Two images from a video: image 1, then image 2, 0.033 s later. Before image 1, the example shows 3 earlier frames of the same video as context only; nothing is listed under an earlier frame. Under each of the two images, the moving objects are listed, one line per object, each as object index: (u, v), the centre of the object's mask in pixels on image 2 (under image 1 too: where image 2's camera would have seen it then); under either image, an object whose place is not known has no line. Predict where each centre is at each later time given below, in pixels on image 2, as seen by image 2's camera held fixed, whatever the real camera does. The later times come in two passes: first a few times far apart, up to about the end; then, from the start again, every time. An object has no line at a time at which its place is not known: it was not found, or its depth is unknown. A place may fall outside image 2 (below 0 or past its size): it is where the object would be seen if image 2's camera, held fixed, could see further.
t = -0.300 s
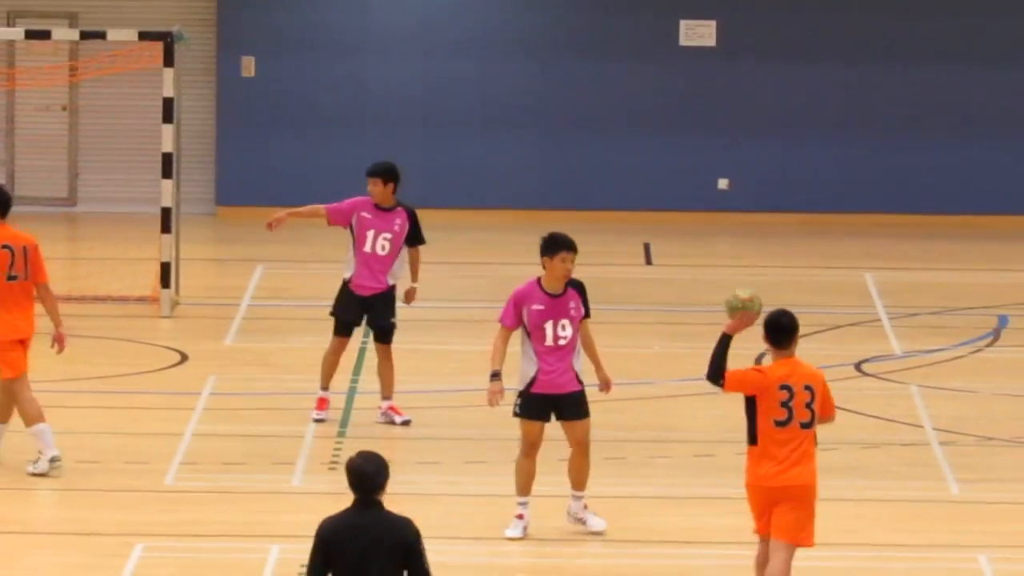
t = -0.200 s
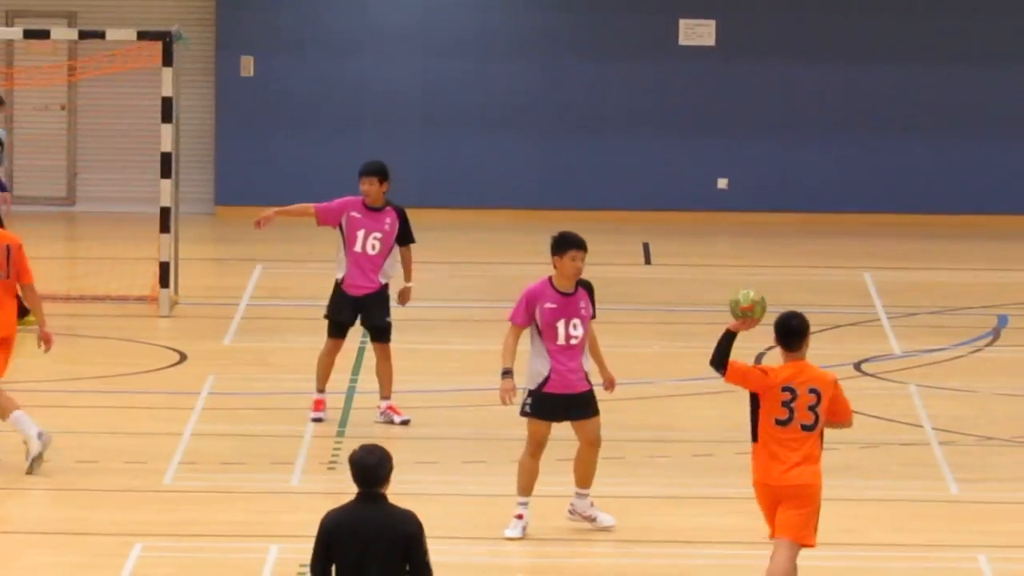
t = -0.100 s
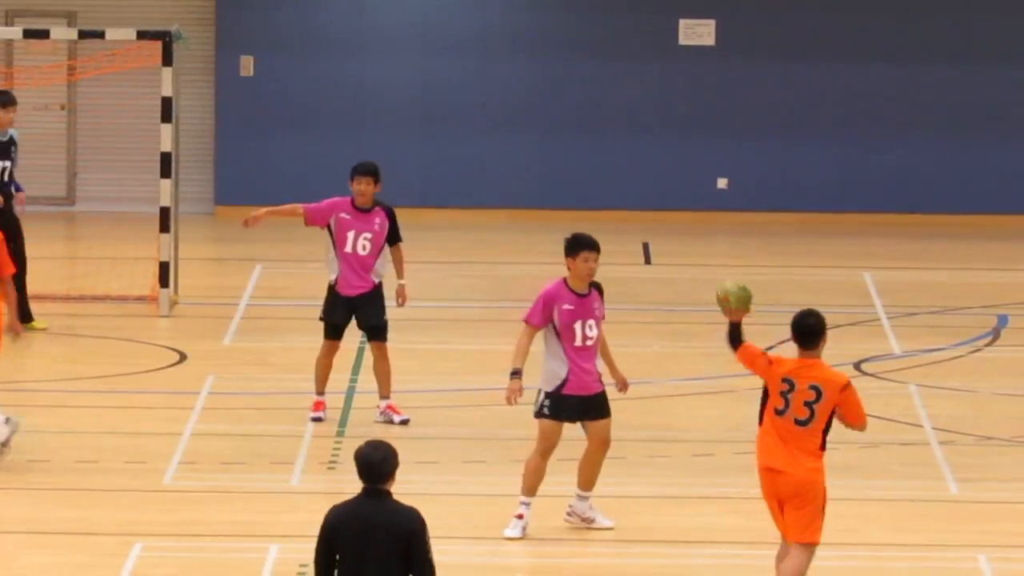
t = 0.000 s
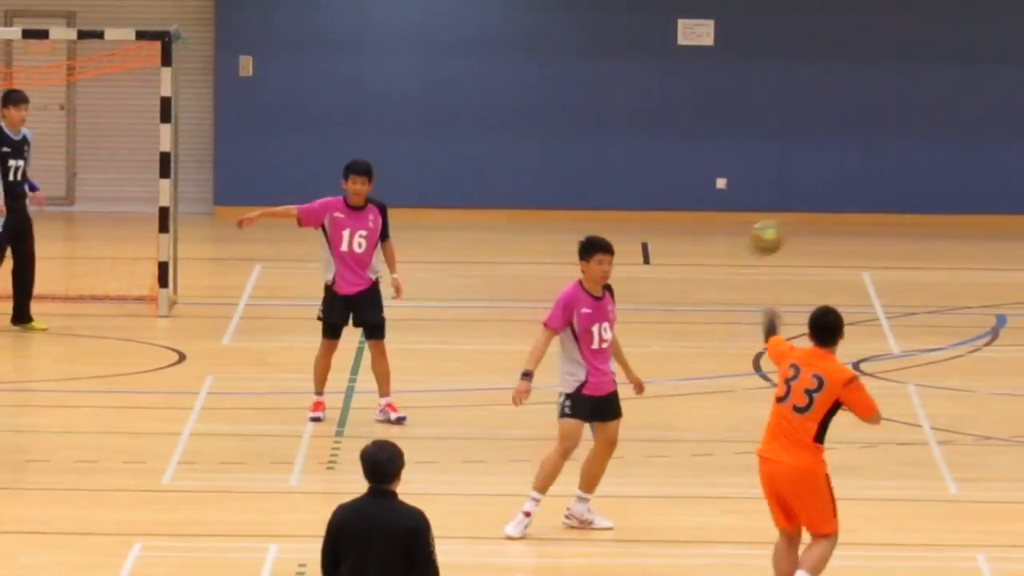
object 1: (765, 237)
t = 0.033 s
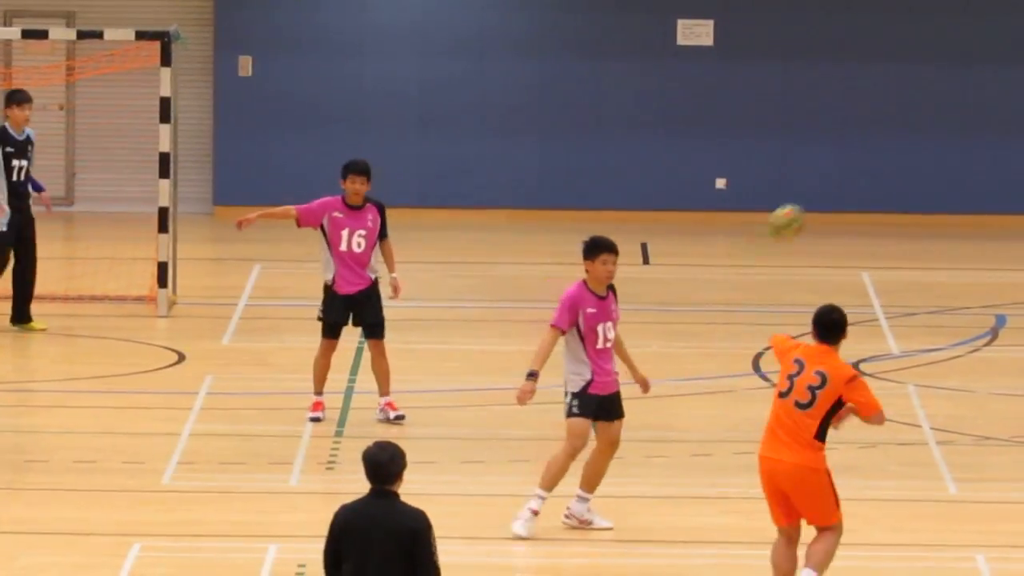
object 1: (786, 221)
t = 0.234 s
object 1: (904, 168)
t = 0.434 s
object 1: (1012, 172)
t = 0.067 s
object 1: (807, 206)
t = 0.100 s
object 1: (828, 196)
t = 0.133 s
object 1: (848, 188)
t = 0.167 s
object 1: (867, 180)
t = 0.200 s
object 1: (886, 174)
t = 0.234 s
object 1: (904, 168)
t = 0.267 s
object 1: (923, 165)
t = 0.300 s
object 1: (942, 164)
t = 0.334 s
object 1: (960, 164)
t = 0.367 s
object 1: (977, 165)
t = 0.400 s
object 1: (995, 167)
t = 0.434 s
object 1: (1012, 172)
